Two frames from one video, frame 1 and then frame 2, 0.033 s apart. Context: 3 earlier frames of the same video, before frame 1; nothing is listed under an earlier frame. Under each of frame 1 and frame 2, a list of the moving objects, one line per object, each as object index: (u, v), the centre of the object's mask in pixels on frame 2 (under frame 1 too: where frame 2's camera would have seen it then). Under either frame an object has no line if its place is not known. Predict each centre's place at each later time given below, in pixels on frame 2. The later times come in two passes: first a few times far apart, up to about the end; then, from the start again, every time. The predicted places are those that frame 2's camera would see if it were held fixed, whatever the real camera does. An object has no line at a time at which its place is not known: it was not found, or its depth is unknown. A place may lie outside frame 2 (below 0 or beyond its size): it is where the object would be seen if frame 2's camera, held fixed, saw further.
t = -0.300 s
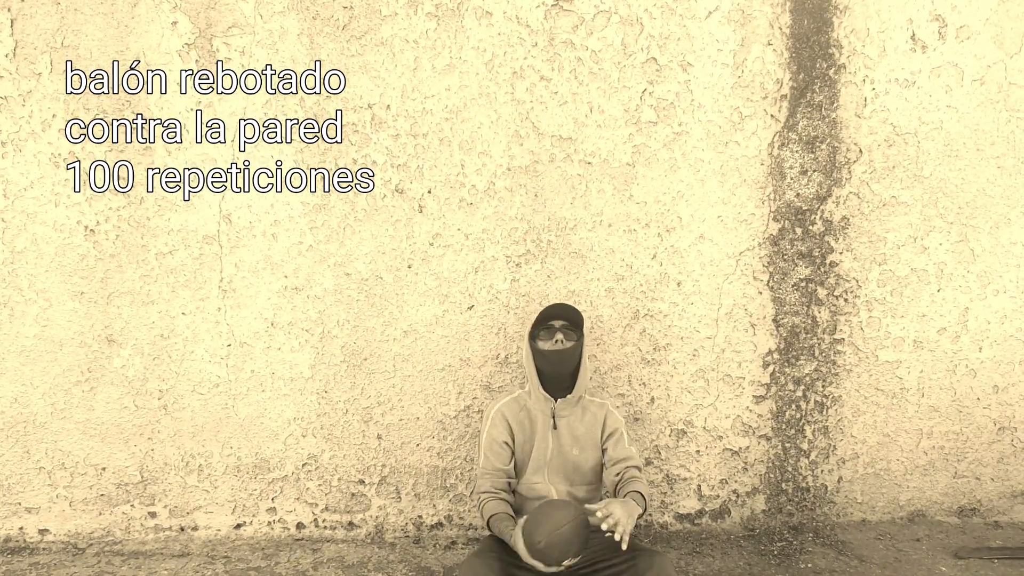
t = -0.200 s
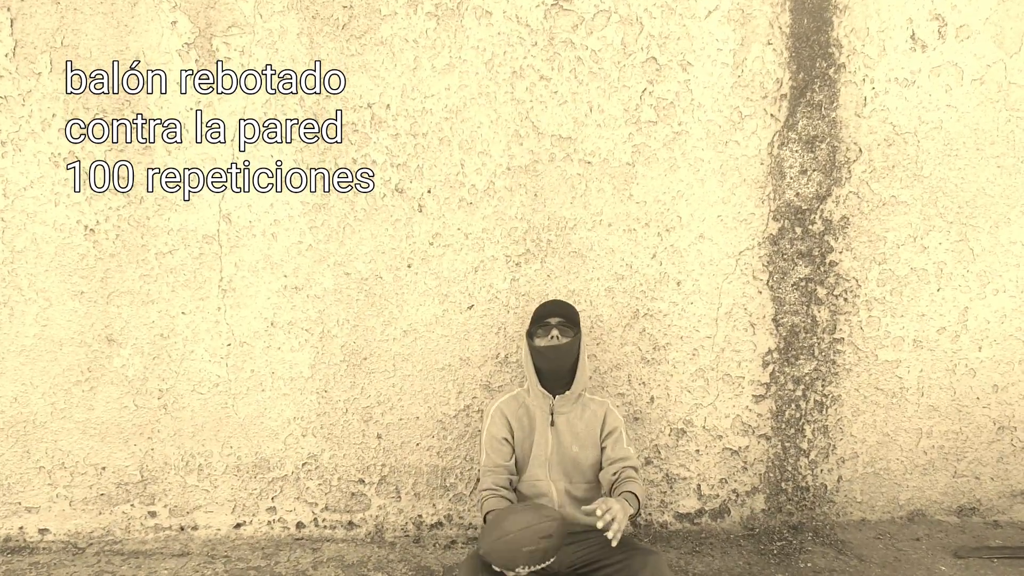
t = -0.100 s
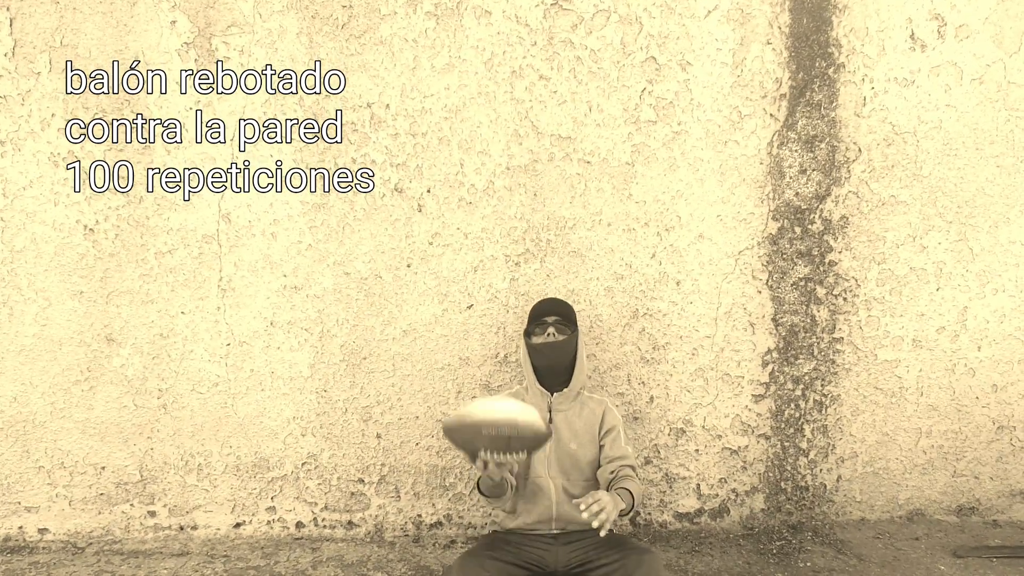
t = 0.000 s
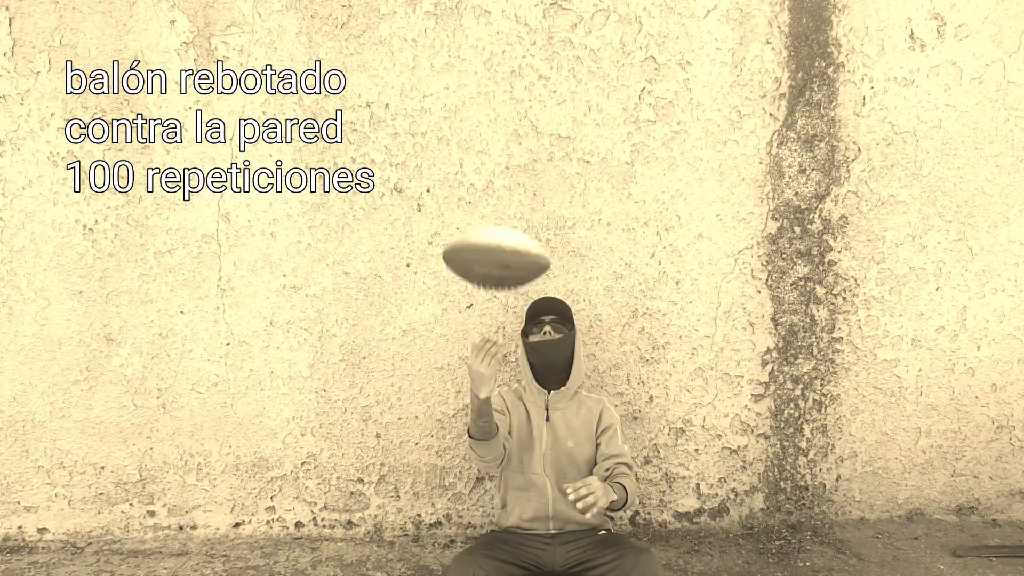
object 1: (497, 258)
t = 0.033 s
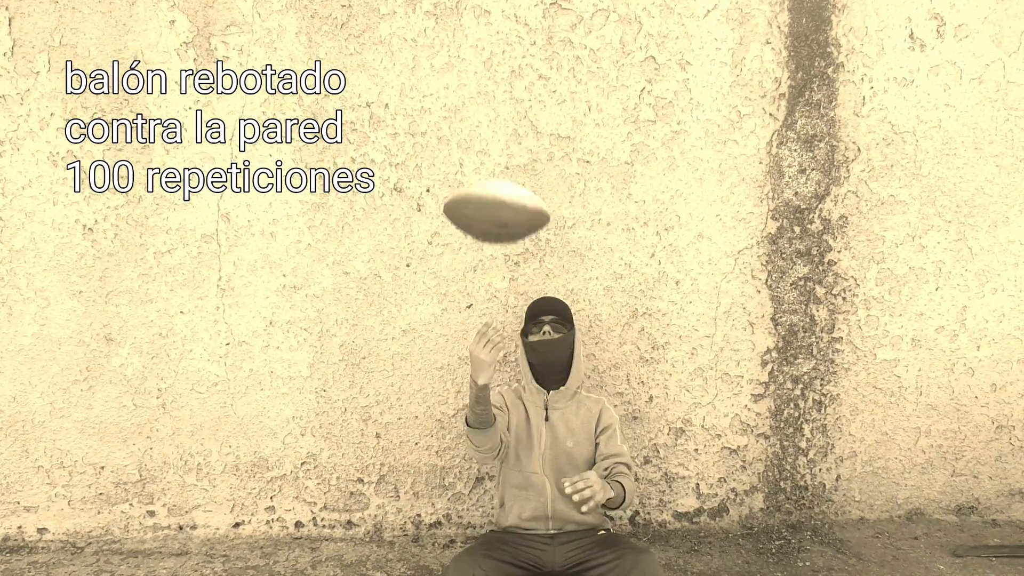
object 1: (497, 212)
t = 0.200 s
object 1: (498, 56)
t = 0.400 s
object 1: (500, 20)
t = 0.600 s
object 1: (503, 83)
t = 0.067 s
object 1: (497, 171)
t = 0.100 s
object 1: (497, 134)
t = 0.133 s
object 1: (498, 104)
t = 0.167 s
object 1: (497, 78)
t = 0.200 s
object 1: (498, 56)
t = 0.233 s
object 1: (498, 39)
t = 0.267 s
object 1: (498, 27)
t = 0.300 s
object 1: (499, 22)
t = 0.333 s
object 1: (500, 19)
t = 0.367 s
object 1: (500, 19)
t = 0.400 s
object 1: (500, 20)
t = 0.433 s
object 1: (499, 23)
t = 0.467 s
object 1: (498, 30)
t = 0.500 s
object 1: (499, 39)
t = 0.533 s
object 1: (500, 50)
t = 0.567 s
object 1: (501, 64)
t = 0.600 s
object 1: (503, 83)
